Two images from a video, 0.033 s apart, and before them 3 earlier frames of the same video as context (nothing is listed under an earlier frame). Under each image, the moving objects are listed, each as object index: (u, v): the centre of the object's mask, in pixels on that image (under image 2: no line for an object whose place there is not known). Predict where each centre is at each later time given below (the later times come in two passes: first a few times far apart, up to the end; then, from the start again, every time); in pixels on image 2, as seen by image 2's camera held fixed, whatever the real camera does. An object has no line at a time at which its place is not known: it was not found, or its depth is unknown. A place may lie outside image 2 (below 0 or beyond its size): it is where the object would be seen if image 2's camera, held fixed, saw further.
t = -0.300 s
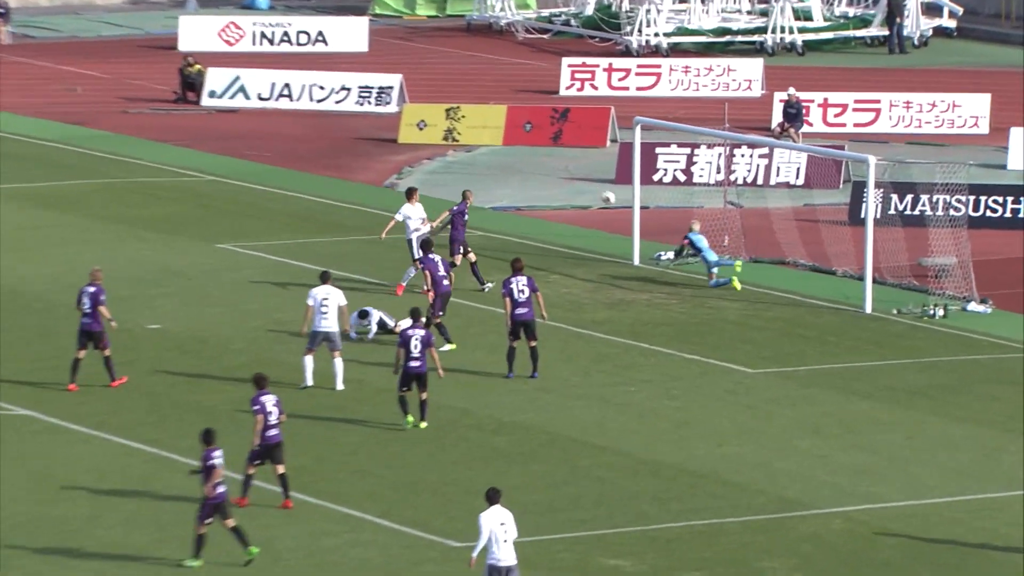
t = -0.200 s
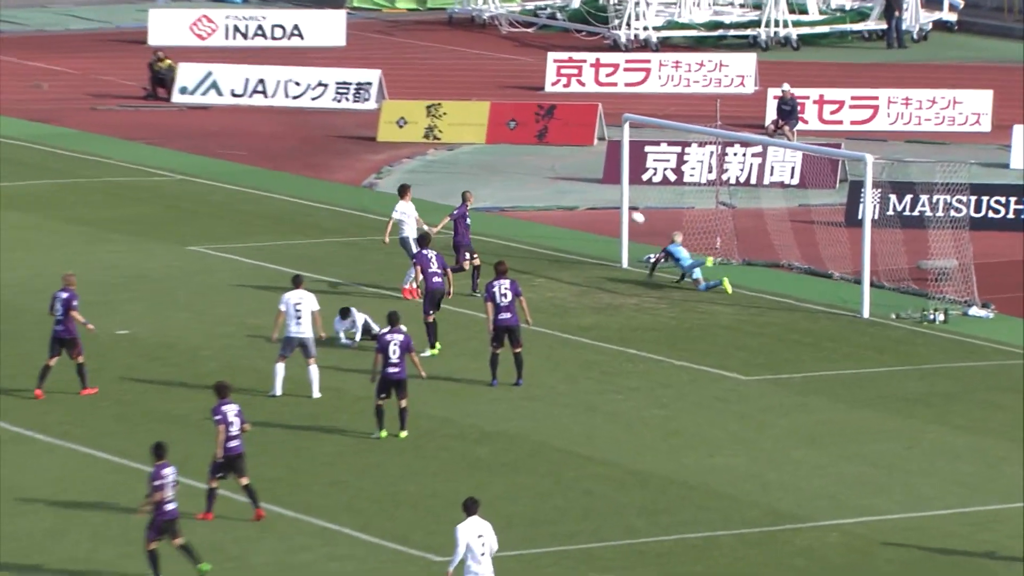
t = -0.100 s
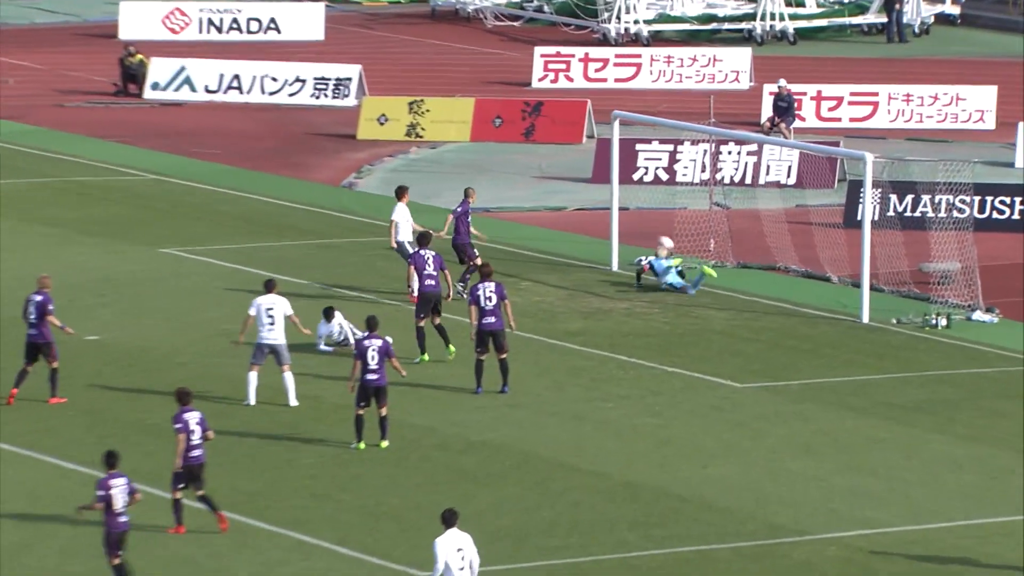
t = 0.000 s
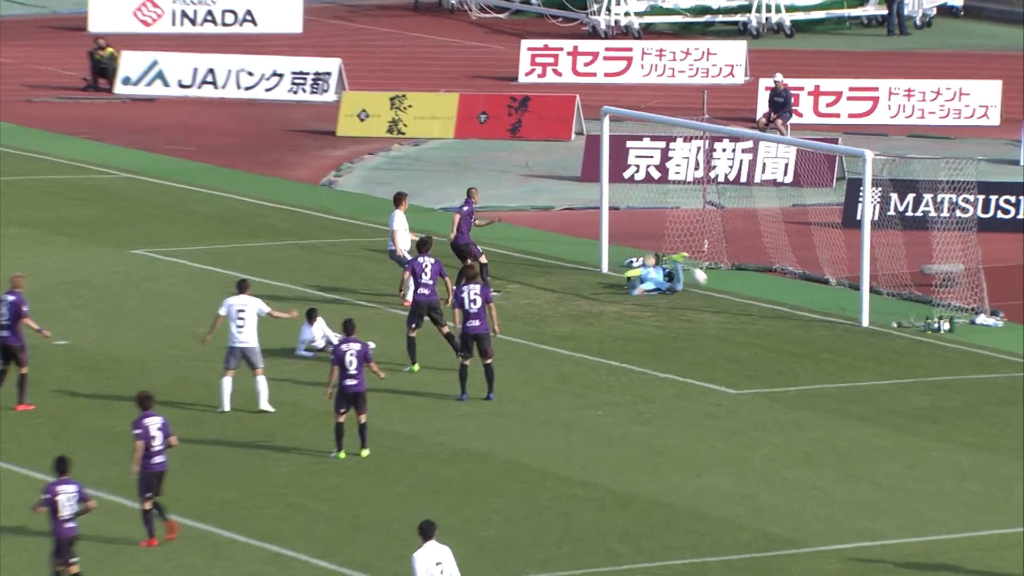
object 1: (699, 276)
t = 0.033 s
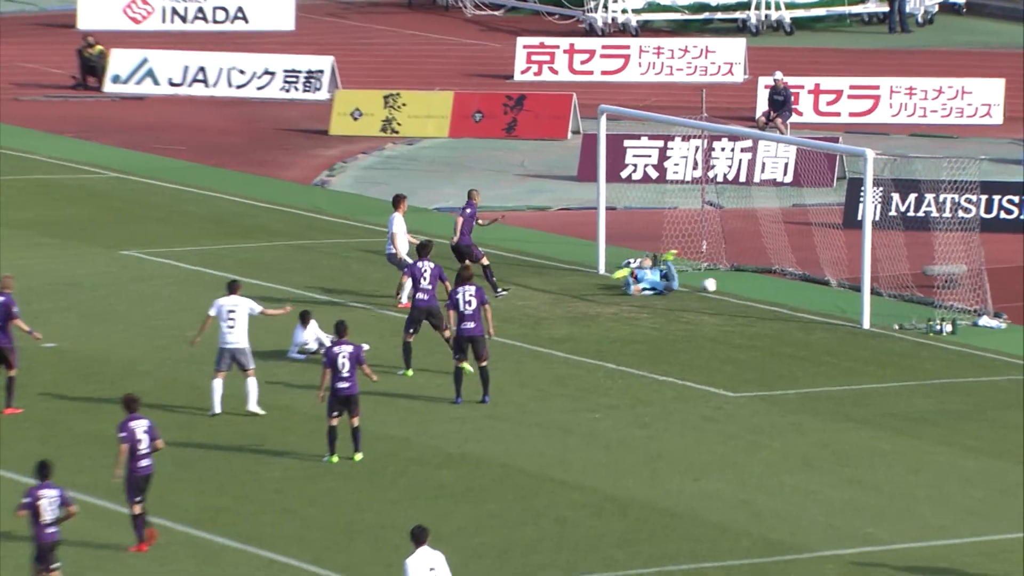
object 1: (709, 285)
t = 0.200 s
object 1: (744, 268)
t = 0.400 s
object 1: (787, 273)
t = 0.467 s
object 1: (801, 282)
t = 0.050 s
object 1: (713, 283)
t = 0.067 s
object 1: (717, 280)
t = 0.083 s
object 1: (720, 278)
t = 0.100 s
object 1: (723, 276)
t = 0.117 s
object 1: (727, 275)
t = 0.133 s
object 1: (729, 273)
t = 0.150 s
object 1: (733, 272)
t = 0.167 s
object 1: (737, 271)
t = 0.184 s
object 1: (740, 269)
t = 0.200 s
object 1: (744, 268)
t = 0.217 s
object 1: (747, 267)
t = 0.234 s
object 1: (751, 267)
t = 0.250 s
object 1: (755, 267)
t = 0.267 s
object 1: (759, 266)
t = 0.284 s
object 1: (761, 267)
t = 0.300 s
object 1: (764, 267)
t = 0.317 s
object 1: (769, 267)
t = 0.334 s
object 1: (772, 269)
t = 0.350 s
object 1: (776, 269)
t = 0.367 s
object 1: (779, 271)
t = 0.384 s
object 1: (783, 271)
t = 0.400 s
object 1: (787, 273)
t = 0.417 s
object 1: (790, 275)
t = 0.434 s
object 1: (793, 277)
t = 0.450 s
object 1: (797, 279)
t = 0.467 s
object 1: (801, 282)
